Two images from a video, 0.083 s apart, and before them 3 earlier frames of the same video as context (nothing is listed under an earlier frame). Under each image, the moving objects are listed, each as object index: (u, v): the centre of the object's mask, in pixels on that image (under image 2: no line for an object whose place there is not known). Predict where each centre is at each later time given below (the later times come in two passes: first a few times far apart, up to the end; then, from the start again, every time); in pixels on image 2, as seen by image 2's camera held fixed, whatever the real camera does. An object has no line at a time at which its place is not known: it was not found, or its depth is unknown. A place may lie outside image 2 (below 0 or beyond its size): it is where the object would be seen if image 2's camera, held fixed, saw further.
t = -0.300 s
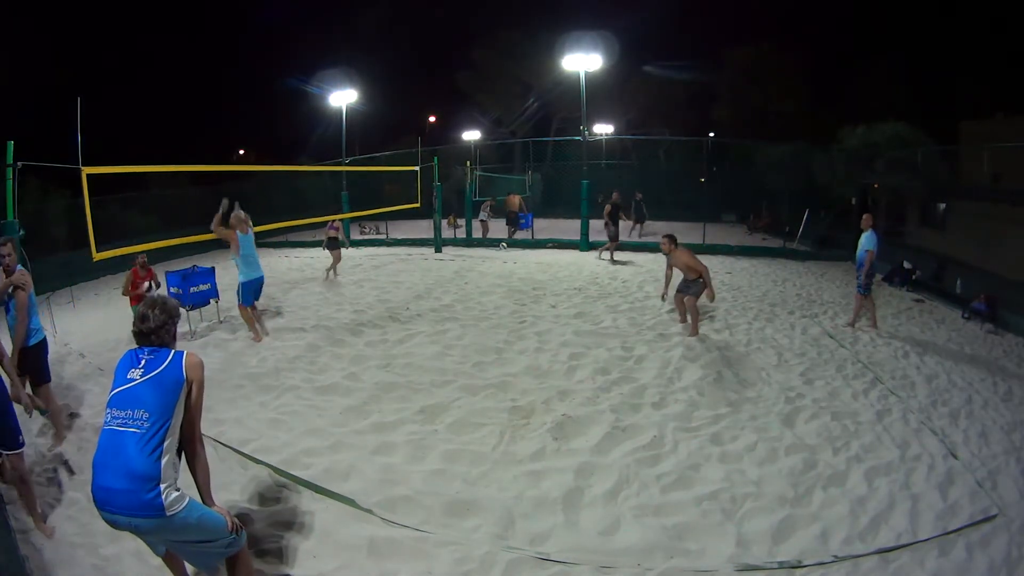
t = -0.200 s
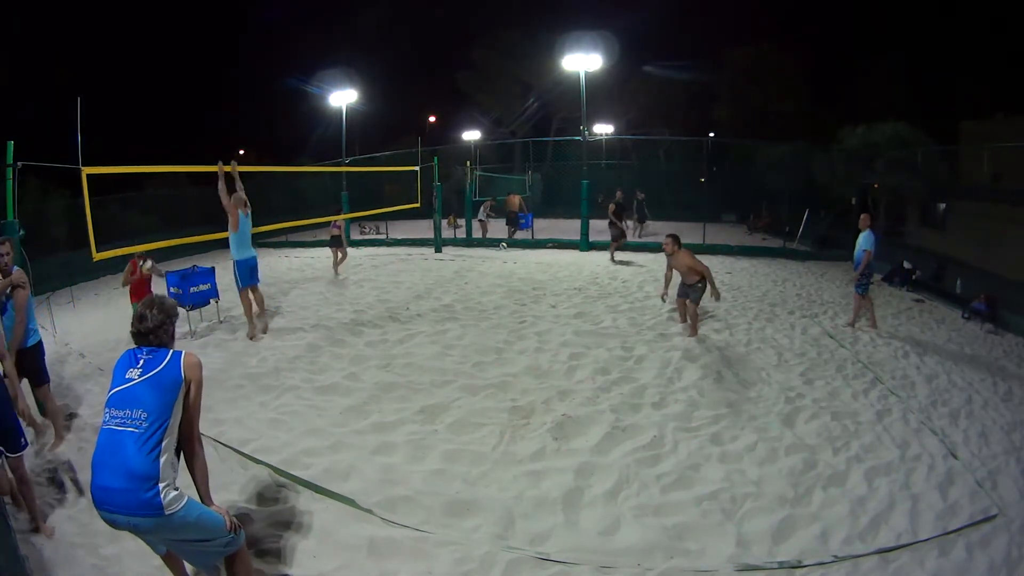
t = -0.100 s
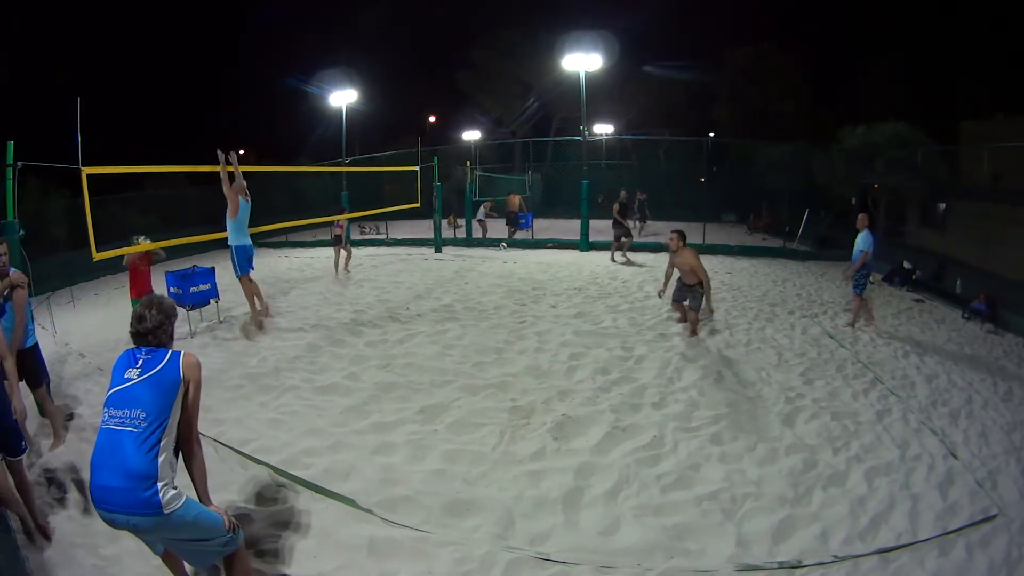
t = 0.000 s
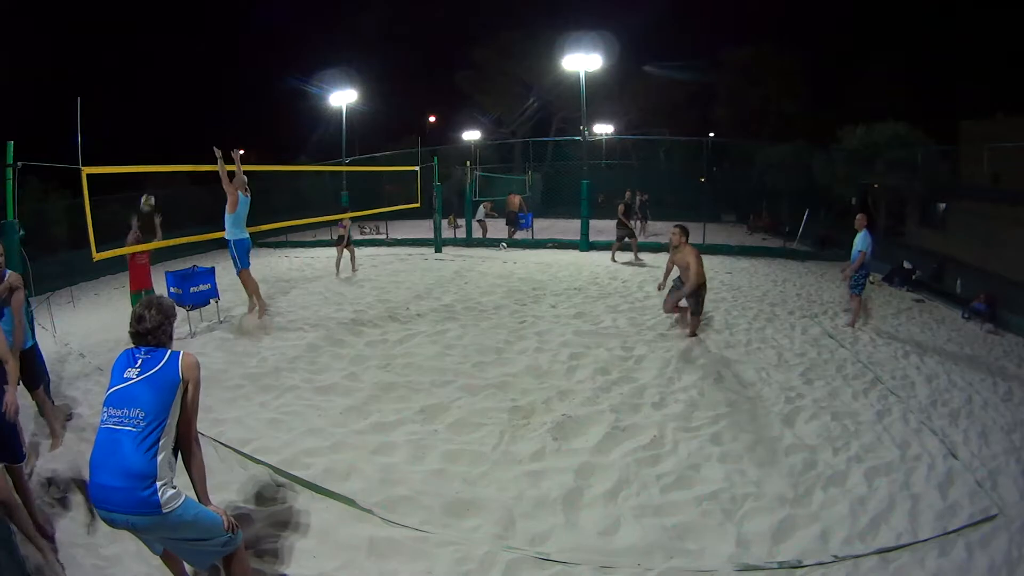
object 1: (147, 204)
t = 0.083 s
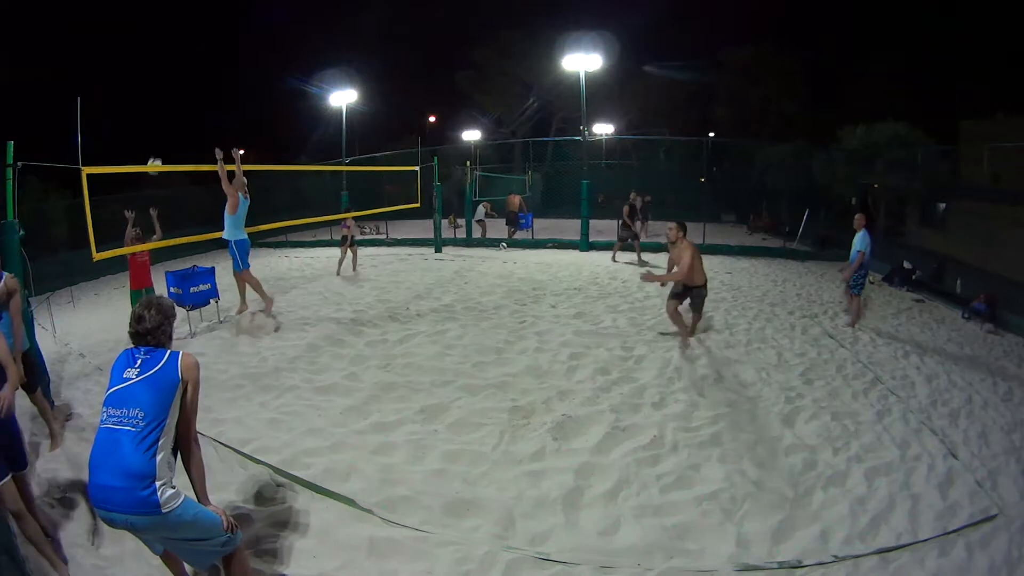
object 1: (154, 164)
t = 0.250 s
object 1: (173, 104)
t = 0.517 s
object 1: (214, 39)
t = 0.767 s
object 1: (258, 25)
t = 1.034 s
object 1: (314, 81)
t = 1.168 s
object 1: (351, 152)
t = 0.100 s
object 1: (156, 158)
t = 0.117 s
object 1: (157, 152)
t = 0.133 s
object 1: (159, 146)
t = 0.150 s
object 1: (161, 140)
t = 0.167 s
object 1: (163, 133)
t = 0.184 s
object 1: (165, 127)
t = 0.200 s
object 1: (167, 121)
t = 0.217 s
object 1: (169, 115)
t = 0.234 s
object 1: (171, 109)
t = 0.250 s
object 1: (173, 104)
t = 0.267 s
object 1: (175, 98)
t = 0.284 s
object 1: (178, 93)
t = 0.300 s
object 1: (180, 88)
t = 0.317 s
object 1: (182, 83)
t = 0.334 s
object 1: (185, 78)
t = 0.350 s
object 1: (187, 74)
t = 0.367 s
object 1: (190, 69)
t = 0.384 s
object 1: (192, 65)
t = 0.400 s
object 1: (195, 61)
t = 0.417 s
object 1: (198, 57)
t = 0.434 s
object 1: (200, 54)
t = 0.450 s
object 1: (203, 51)
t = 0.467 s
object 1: (206, 47)
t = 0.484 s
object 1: (208, 44)
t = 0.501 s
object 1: (211, 42)
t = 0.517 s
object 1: (214, 39)
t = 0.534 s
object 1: (217, 36)
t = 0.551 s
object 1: (219, 34)
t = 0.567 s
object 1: (222, 32)
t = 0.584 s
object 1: (225, 30)
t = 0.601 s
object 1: (228, 29)
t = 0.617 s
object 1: (231, 27)
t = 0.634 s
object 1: (233, 26)
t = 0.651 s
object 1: (236, 25)
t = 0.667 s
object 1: (239, 24)
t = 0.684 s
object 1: (242, 24)
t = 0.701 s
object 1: (245, 24)
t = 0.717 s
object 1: (248, 24)
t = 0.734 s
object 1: (251, 24)
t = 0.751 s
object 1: (255, 24)
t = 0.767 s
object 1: (258, 25)
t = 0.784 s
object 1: (261, 26)
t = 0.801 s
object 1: (264, 28)
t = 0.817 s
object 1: (267, 29)
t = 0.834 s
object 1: (270, 31)
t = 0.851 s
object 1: (274, 33)
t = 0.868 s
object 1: (277, 36)
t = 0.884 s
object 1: (280, 39)
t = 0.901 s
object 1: (284, 42)
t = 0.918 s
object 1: (288, 46)
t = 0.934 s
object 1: (291, 49)
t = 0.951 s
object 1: (295, 54)
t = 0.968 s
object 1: (299, 59)
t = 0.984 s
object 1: (302, 63)
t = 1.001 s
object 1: (306, 69)
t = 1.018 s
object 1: (310, 75)
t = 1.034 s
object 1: (314, 81)
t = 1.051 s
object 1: (318, 88)
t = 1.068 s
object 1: (321, 96)
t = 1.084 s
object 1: (325, 105)
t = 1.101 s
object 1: (329, 114)
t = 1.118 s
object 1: (337, 122)
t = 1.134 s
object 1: (341, 132)
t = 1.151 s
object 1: (346, 142)
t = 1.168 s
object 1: (351, 152)
